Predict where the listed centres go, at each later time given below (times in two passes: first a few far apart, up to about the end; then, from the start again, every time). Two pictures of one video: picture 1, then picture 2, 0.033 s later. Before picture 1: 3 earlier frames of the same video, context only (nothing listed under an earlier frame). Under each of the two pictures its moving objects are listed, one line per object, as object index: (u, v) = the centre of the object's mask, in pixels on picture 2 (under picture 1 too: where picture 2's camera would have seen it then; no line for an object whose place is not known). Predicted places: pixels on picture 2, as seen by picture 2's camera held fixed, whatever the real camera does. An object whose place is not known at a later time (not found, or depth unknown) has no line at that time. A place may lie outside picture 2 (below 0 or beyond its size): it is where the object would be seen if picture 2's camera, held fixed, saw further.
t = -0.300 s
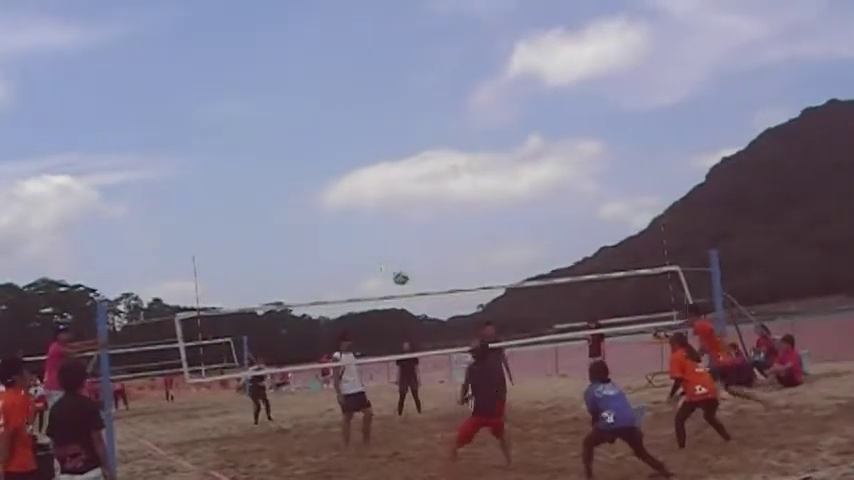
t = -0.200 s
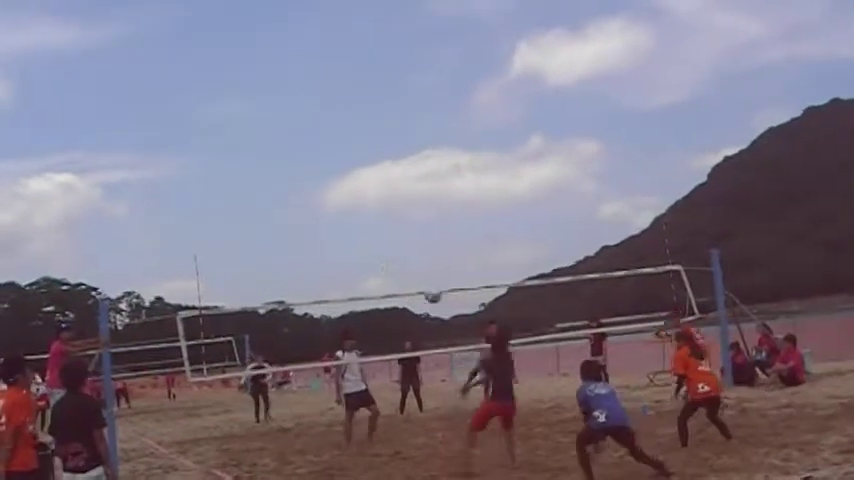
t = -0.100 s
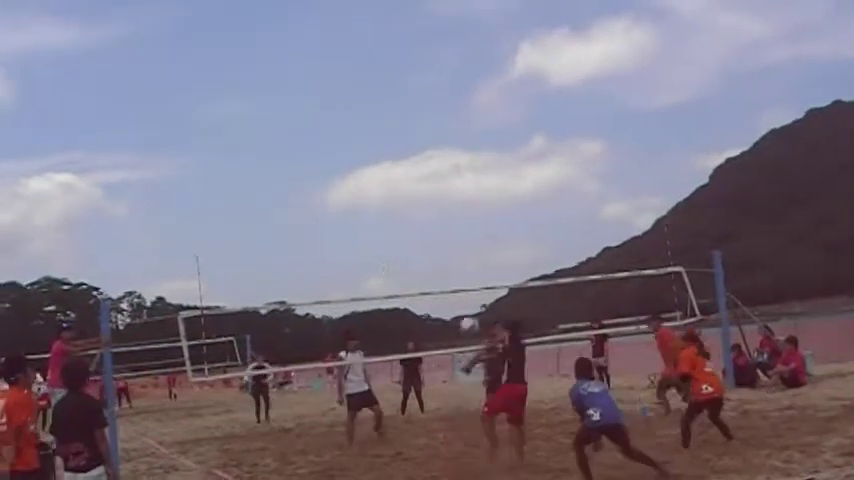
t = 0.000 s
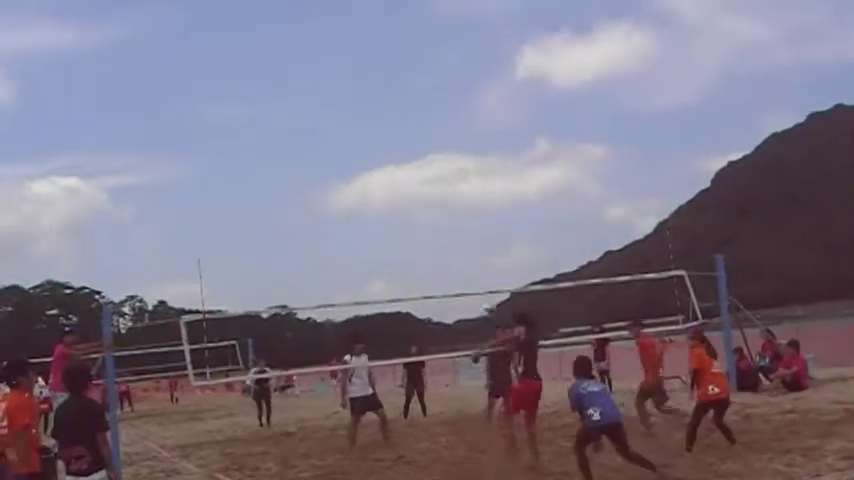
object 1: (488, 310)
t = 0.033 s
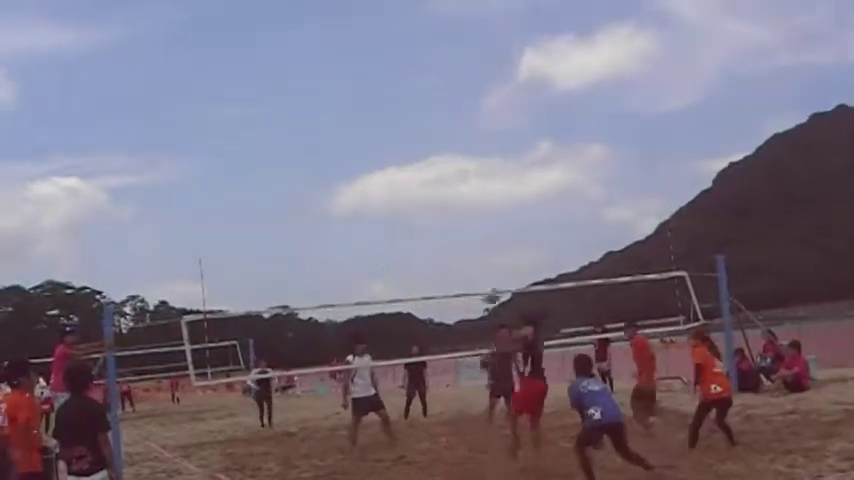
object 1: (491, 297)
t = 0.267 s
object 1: (498, 207)
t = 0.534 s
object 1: (511, 170)
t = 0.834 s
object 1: (527, 192)
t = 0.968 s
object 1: (535, 225)
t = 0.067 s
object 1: (493, 279)
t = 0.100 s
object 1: (494, 264)
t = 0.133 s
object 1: (494, 250)
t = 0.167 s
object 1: (495, 237)
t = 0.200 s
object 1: (496, 226)
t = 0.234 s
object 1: (498, 216)
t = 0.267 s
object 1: (498, 207)
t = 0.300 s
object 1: (500, 198)
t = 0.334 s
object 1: (502, 191)
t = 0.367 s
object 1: (503, 185)
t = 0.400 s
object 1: (505, 180)
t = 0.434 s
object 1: (506, 177)
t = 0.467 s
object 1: (507, 173)
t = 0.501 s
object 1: (509, 171)
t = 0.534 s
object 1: (511, 170)
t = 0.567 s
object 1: (513, 170)
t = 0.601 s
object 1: (514, 170)
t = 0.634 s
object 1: (515, 171)
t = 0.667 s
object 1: (517, 173)
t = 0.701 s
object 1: (519, 176)
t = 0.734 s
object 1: (521, 179)
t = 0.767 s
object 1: (522, 184)
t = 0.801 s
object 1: (525, 188)
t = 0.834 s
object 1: (527, 192)
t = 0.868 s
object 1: (529, 200)
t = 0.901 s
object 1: (530, 208)
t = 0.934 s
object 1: (533, 217)
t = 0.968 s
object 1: (535, 225)
